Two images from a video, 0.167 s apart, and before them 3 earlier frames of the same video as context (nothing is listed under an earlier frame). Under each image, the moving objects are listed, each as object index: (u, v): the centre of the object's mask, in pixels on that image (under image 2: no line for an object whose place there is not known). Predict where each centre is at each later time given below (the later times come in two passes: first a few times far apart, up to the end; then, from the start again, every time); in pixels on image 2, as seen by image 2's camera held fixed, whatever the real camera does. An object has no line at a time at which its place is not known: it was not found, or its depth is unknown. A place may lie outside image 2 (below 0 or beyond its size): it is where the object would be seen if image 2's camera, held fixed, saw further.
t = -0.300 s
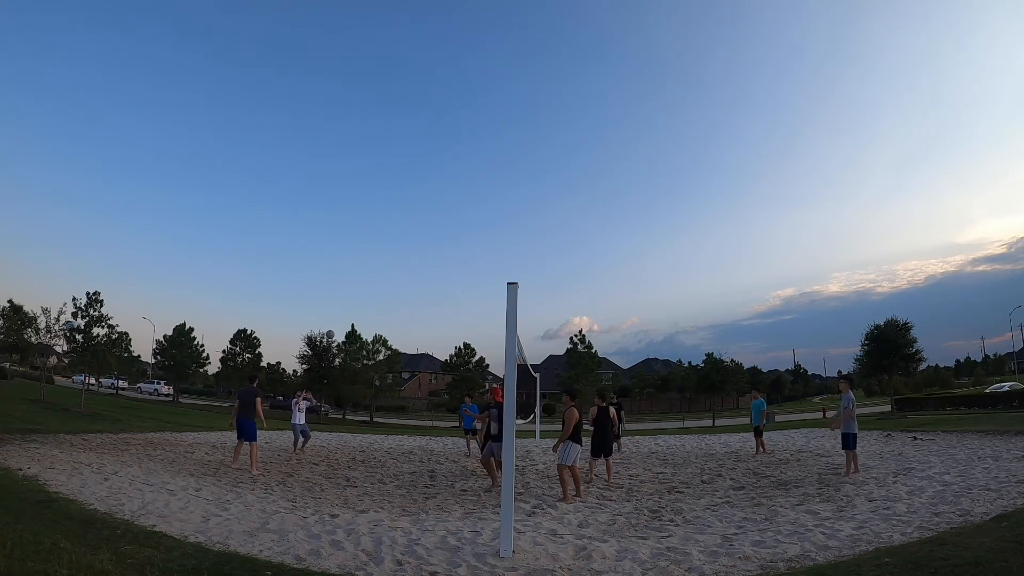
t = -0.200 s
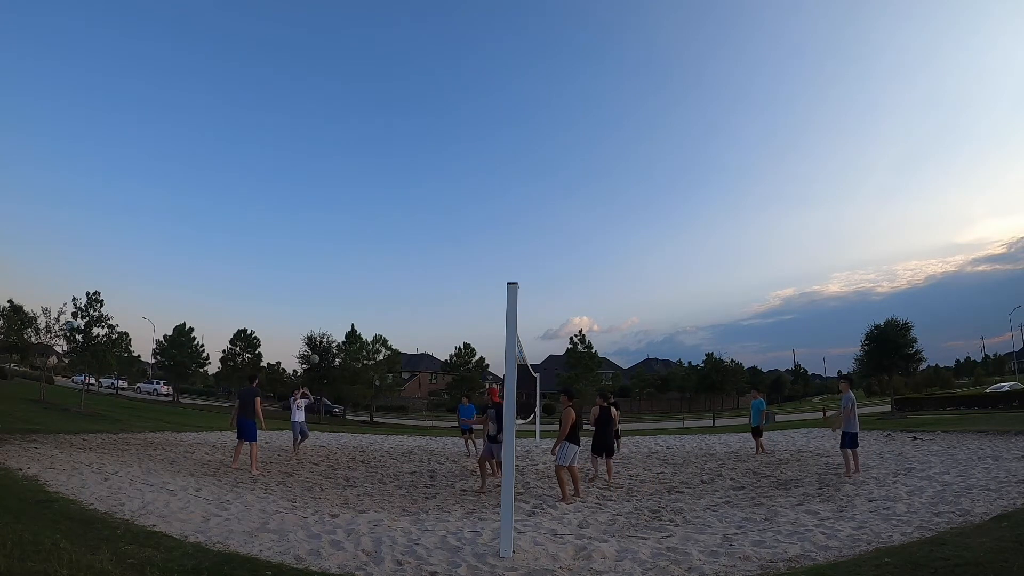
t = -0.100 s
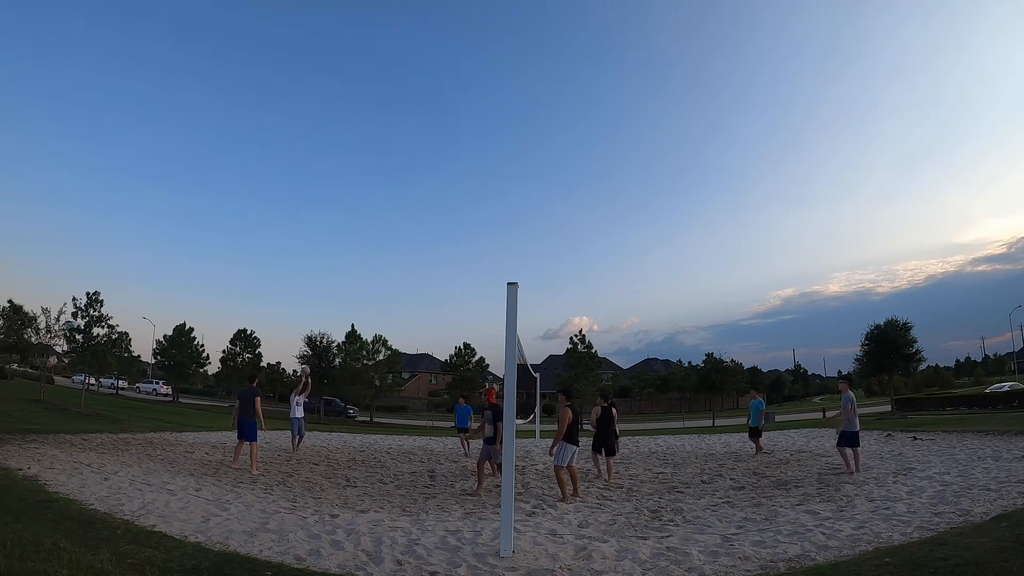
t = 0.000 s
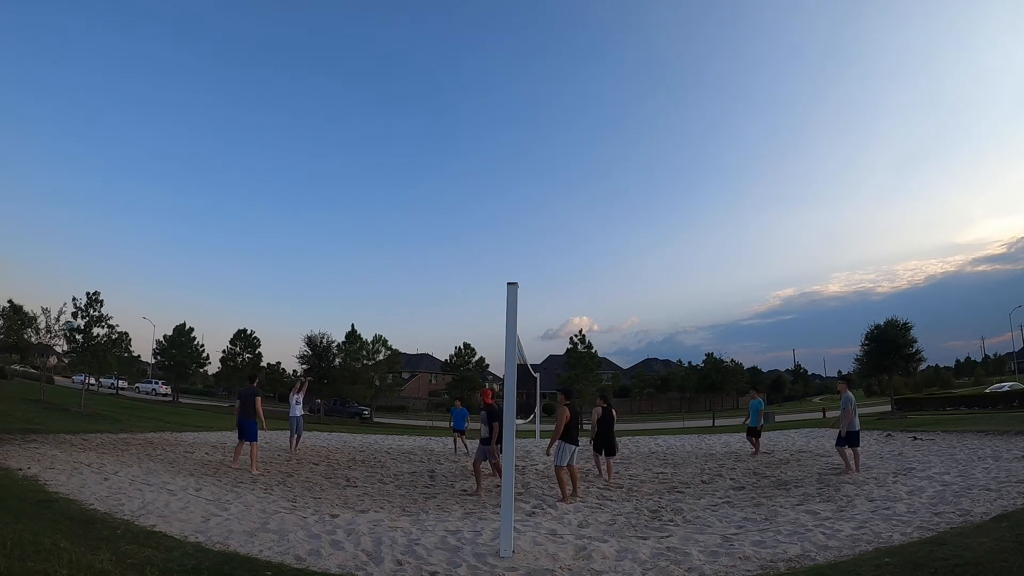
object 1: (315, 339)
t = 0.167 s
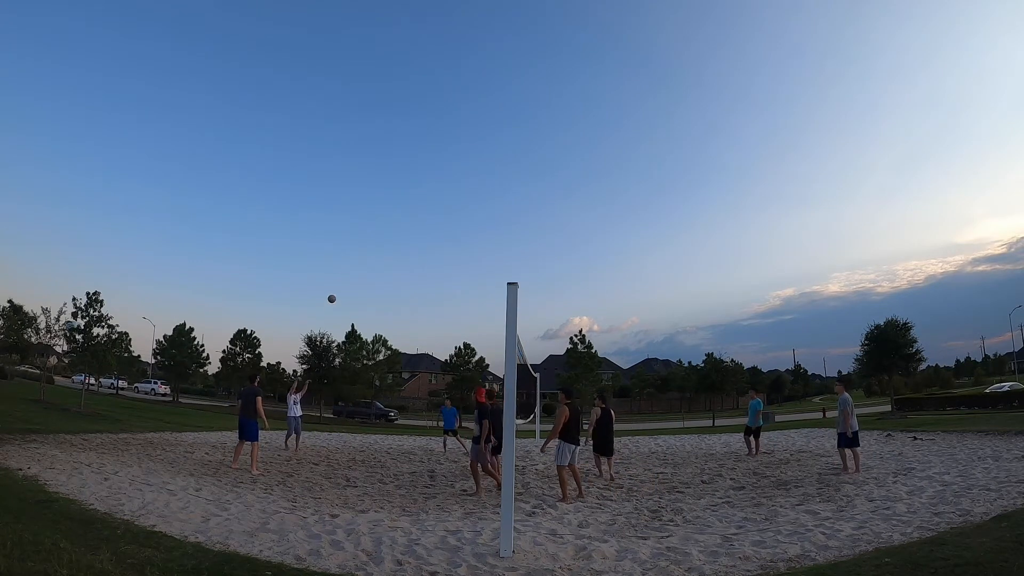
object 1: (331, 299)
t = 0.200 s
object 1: (335, 292)
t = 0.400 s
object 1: (351, 262)
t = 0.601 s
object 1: (366, 248)
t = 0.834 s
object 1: (380, 249)
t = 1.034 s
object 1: (391, 265)
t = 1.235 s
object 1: (401, 293)
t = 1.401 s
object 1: (408, 326)
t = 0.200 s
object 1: (335, 292)
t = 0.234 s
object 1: (338, 286)
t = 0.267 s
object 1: (340, 280)
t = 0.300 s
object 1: (343, 275)
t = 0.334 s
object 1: (346, 270)
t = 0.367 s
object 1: (349, 266)
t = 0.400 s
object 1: (351, 262)
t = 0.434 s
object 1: (354, 259)
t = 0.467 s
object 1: (357, 256)
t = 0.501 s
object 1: (359, 253)
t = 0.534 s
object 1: (361, 251)
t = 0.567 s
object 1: (364, 250)
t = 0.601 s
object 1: (366, 248)
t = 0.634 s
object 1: (368, 247)
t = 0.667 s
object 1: (370, 247)
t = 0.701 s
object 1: (372, 247)
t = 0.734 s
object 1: (374, 247)
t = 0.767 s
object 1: (376, 247)
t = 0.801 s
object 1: (378, 248)
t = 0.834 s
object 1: (380, 249)
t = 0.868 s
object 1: (382, 251)
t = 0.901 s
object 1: (384, 253)
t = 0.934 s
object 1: (386, 255)
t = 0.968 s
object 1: (387, 258)
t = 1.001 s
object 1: (389, 261)
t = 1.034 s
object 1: (391, 265)
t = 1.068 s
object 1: (392, 268)
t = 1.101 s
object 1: (394, 273)
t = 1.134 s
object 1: (396, 277)
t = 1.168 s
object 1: (397, 282)
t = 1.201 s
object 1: (399, 287)
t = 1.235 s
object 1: (401, 293)
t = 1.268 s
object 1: (402, 299)
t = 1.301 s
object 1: (404, 305)
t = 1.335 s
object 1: (405, 311)
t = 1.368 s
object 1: (407, 318)
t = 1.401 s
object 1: (408, 326)
